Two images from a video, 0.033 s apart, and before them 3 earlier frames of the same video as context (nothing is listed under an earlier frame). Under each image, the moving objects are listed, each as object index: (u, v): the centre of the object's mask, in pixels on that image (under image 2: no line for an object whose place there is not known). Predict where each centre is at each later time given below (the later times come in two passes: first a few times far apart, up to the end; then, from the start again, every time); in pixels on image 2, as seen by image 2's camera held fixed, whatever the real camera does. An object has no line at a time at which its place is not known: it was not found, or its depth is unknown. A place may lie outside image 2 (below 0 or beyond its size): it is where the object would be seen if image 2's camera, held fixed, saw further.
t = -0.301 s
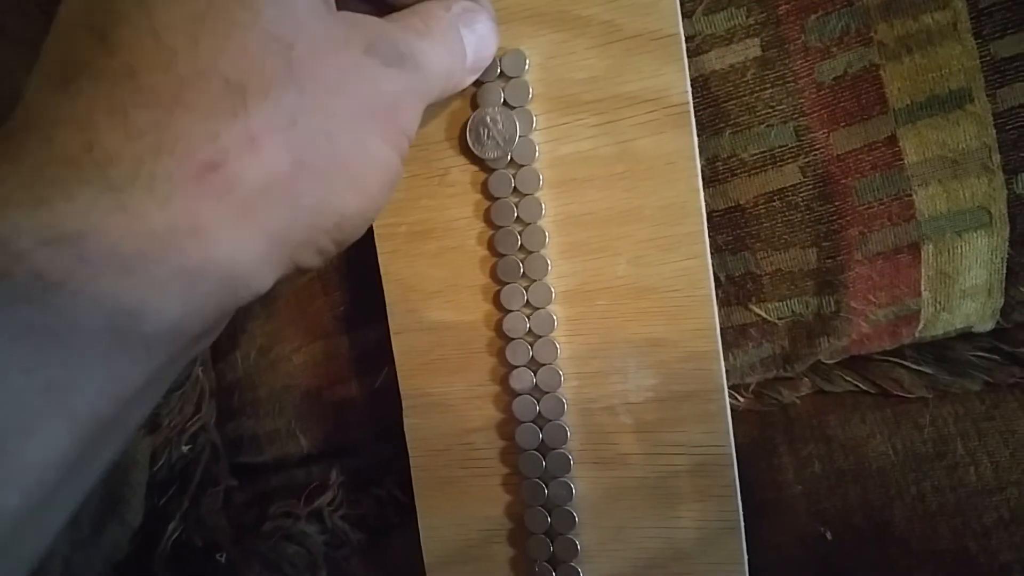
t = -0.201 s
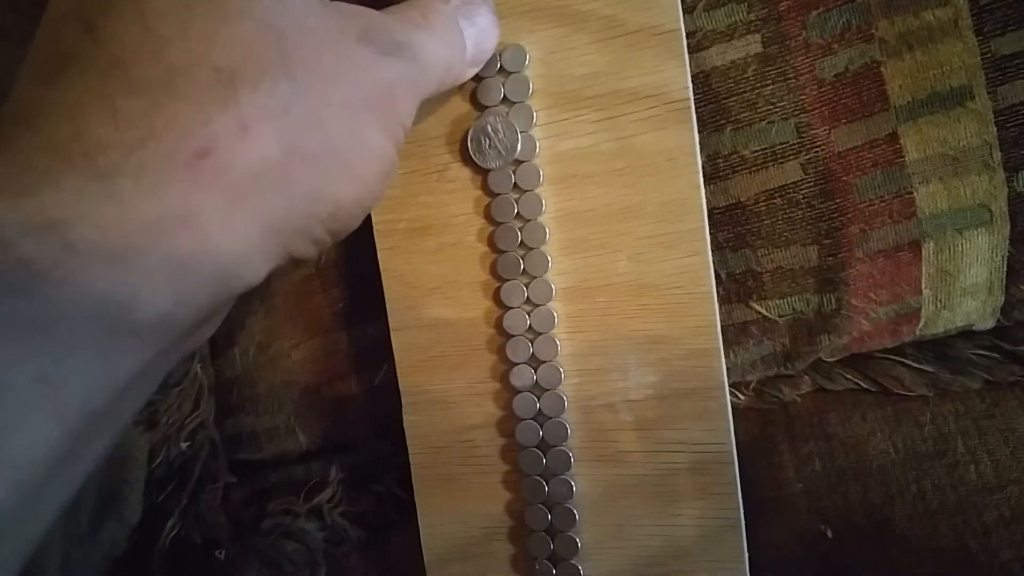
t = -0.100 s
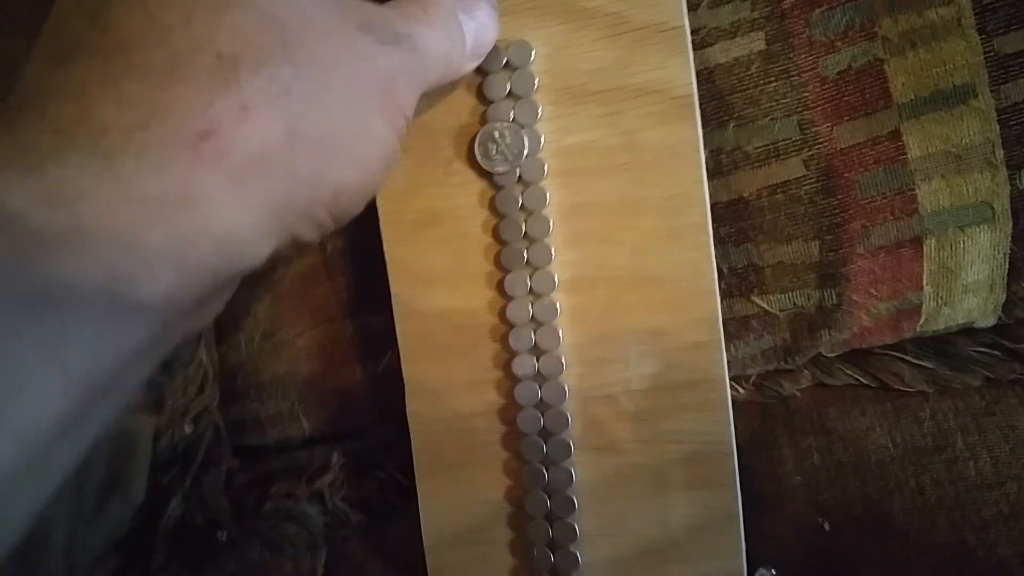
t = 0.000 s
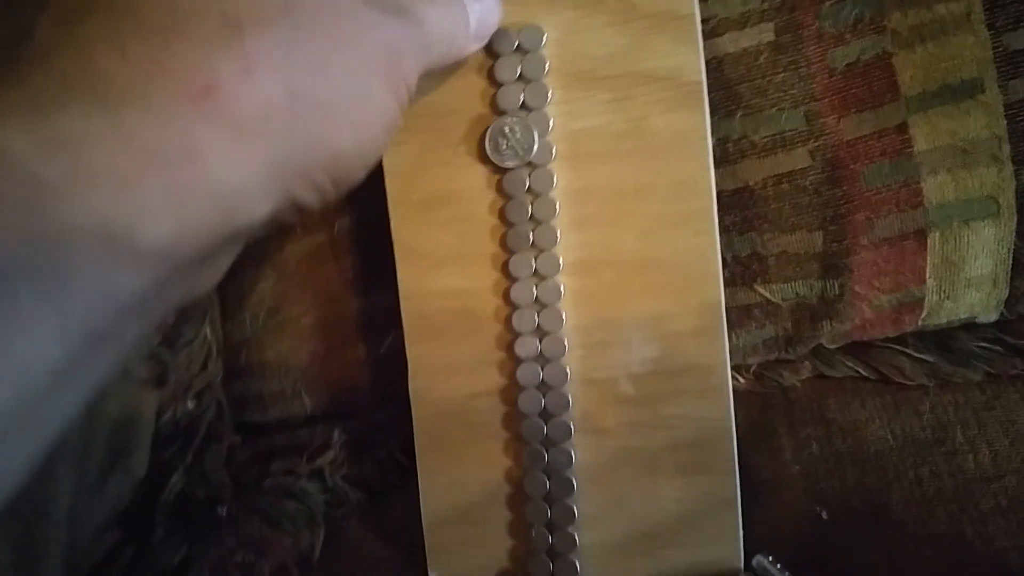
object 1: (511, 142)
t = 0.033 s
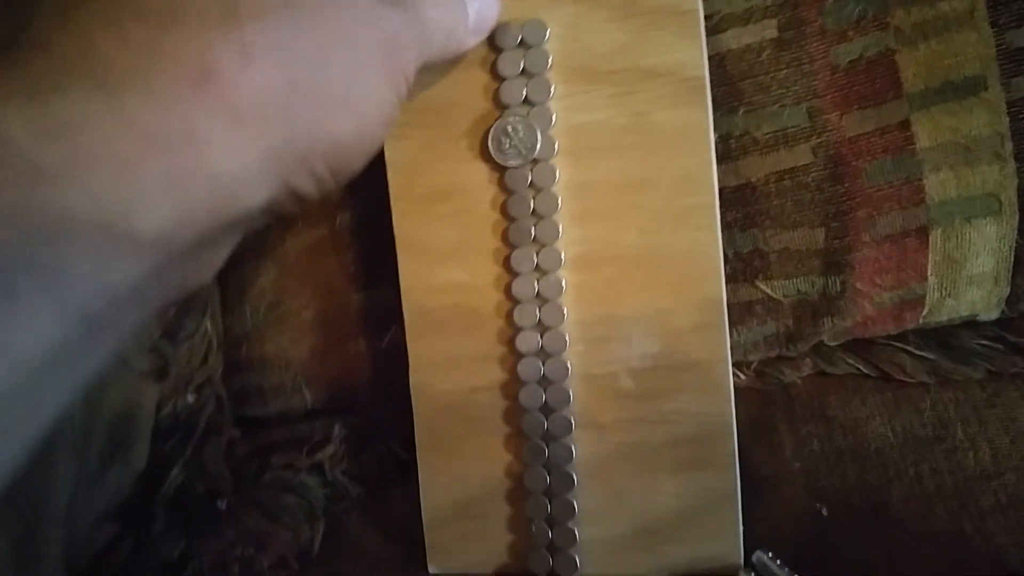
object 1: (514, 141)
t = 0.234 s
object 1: (518, 165)
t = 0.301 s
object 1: (518, 175)
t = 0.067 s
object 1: (514, 145)
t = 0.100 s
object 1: (515, 149)
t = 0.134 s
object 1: (516, 152)
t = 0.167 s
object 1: (517, 157)
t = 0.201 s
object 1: (517, 161)
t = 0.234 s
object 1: (518, 165)
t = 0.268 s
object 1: (518, 170)
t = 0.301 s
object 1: (518, 175)
